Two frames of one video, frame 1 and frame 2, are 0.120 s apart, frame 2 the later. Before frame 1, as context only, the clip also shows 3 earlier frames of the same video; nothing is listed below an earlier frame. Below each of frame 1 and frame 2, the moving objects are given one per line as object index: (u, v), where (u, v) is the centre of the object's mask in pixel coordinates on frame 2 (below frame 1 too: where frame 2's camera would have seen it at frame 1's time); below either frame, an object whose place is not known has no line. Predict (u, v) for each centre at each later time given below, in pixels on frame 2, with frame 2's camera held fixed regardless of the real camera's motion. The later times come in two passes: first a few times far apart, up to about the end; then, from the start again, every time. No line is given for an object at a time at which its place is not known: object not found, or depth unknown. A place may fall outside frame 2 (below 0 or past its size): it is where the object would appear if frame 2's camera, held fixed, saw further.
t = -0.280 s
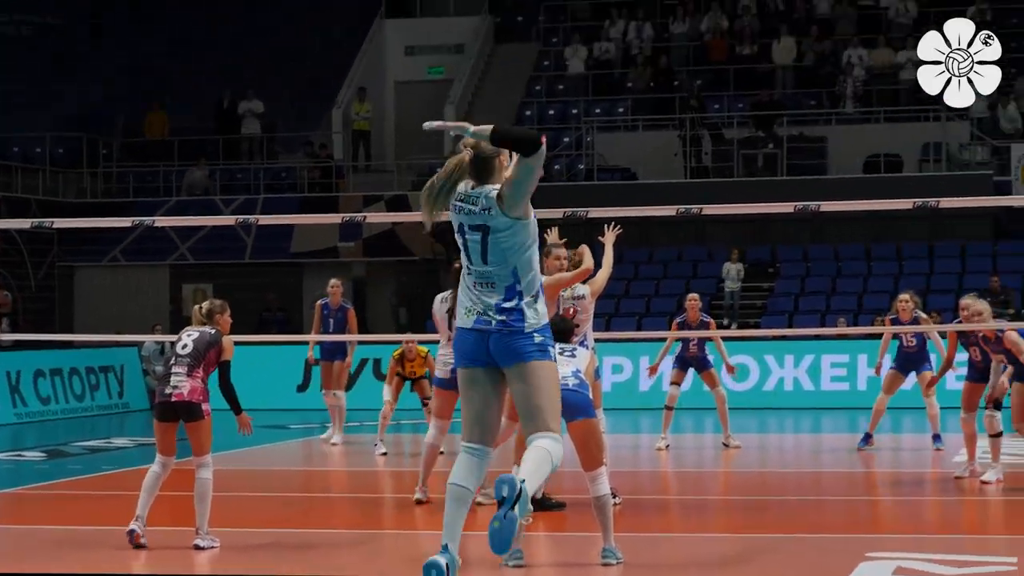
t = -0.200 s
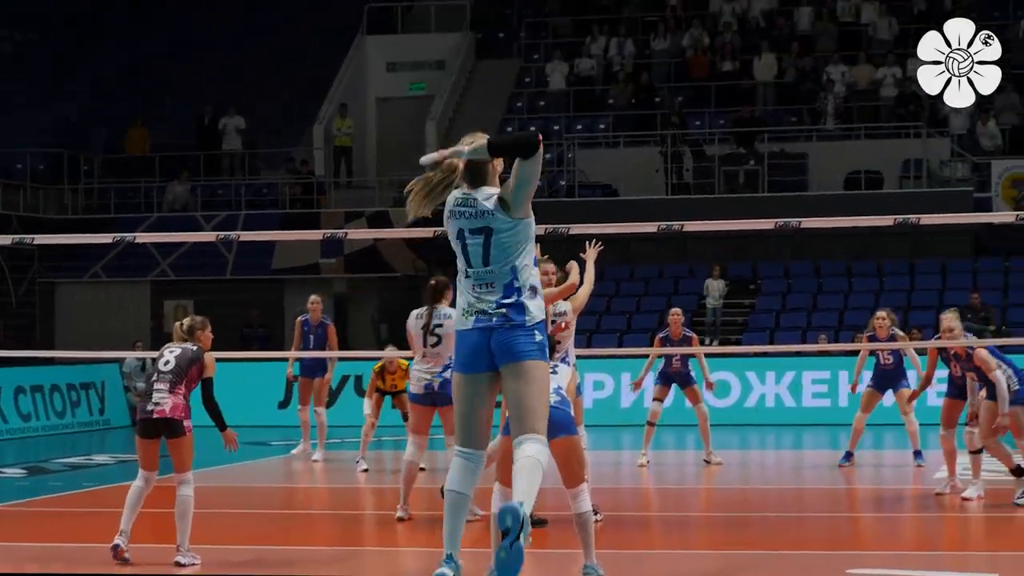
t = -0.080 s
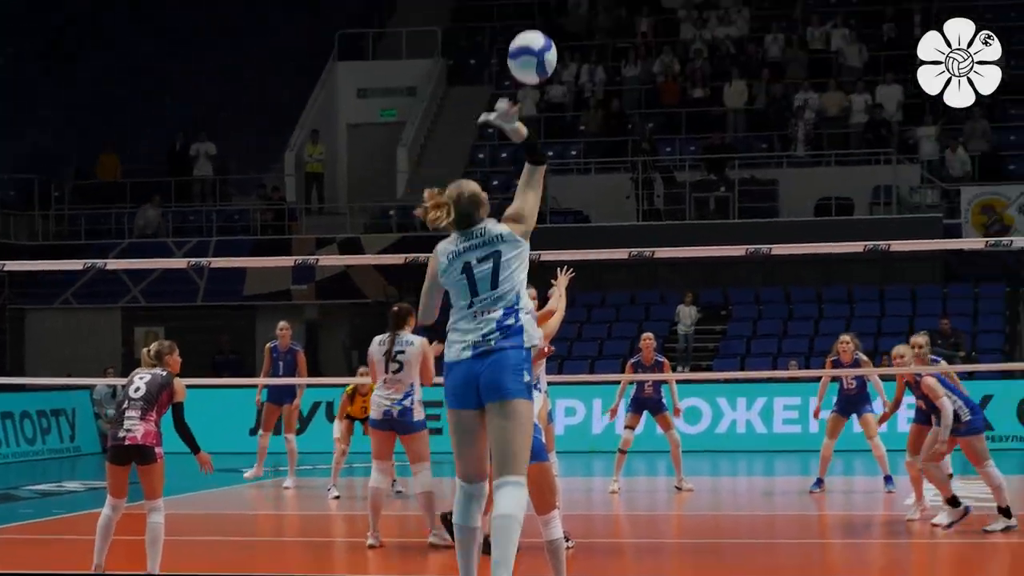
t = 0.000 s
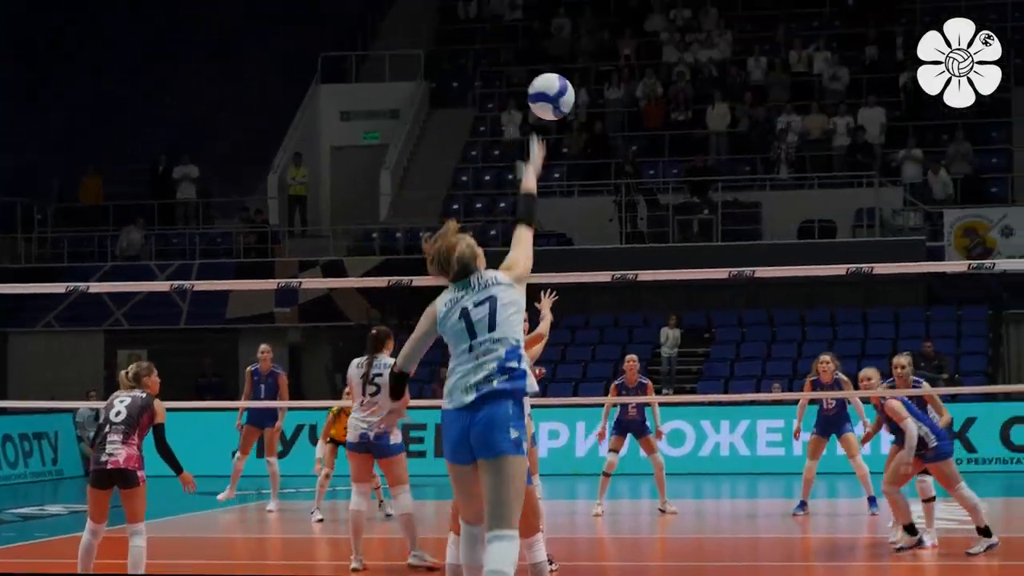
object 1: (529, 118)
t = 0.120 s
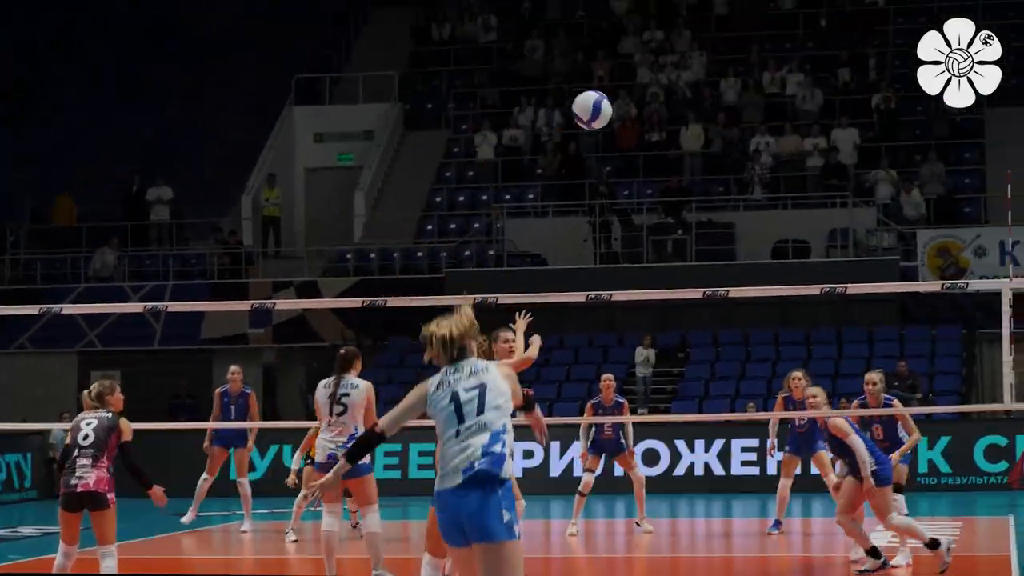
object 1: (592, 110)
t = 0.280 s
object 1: (657, 139)
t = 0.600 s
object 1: (743, 266)
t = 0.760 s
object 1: (775, 347)
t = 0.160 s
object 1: (610, 113)
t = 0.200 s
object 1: (627, 119)
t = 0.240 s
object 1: (643, 128)
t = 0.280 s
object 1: (657, 139)
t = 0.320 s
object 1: (670, 152)
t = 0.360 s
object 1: (682, 166)
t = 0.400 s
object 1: (693, 182)
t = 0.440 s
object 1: (705, 197)
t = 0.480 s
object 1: (715, 213)
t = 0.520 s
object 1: (725, 230)
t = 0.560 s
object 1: (735, 247)
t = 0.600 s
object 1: (743, 266)
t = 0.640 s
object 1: (753, 280)
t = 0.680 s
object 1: (759, 306)
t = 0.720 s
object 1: (767, 325)
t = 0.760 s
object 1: (775, 347)
